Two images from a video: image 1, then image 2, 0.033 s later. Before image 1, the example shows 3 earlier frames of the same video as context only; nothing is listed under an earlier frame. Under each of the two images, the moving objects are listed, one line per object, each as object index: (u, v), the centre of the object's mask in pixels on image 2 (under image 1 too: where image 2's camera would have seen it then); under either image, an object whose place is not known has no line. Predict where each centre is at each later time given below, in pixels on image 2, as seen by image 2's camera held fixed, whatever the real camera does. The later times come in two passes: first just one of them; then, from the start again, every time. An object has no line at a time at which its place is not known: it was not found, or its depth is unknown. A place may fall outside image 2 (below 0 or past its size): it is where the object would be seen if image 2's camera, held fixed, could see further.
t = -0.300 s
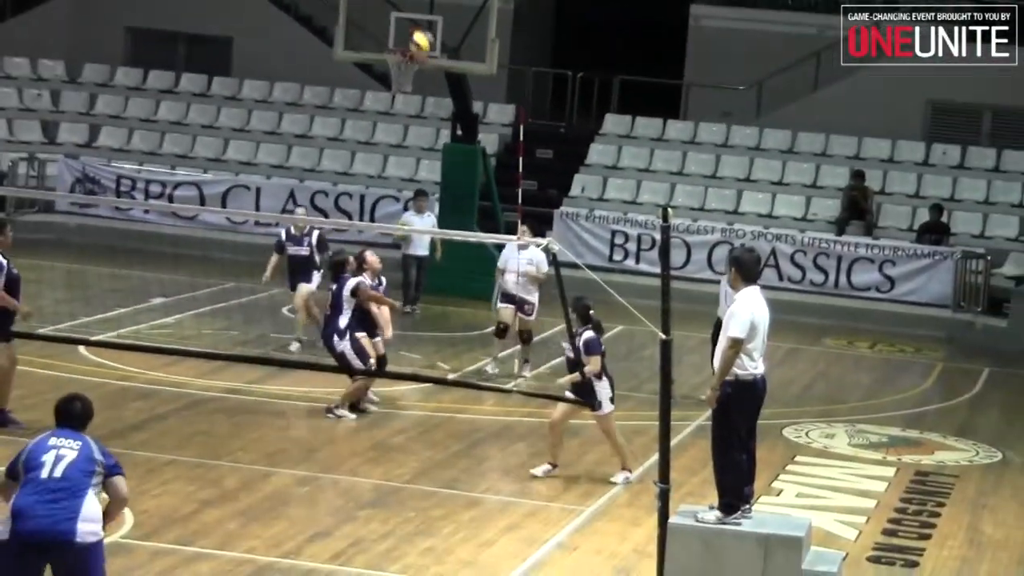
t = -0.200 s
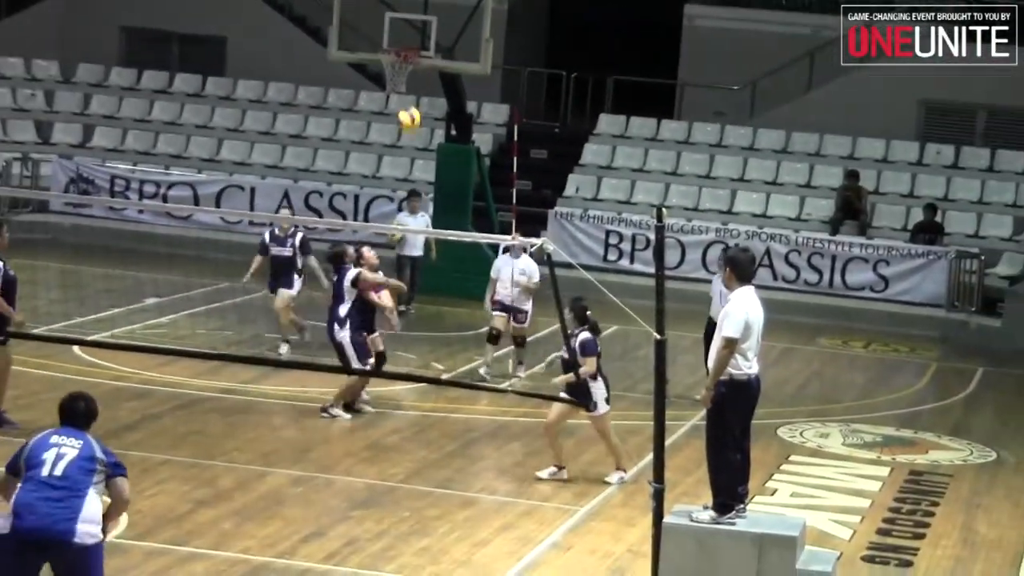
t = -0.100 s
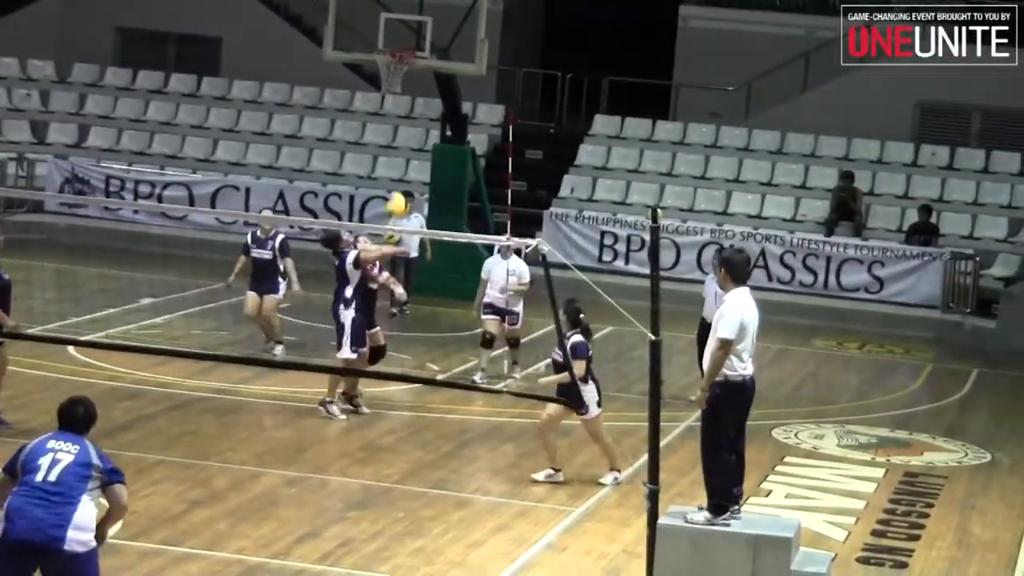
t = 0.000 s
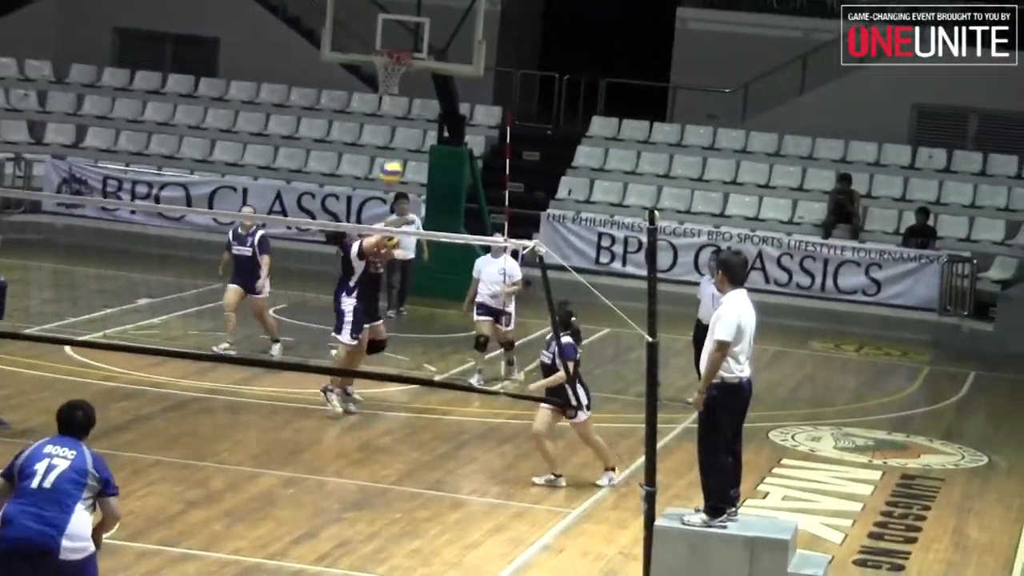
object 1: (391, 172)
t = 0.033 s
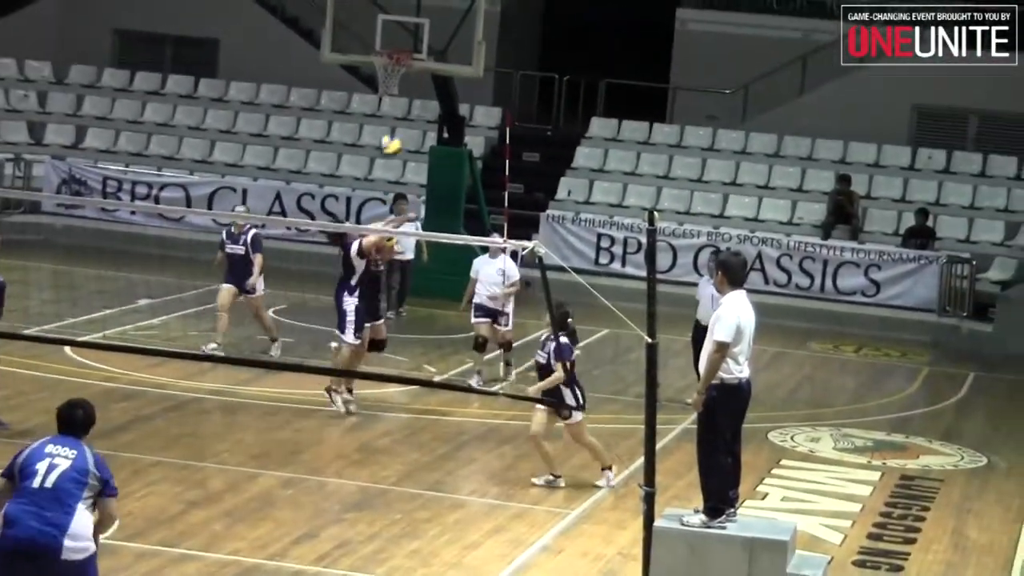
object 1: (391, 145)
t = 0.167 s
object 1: (383, 54)
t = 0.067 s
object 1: (388, 122)
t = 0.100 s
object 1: (388, 99)
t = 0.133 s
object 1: (386, 77)
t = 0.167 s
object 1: (383, 54)
